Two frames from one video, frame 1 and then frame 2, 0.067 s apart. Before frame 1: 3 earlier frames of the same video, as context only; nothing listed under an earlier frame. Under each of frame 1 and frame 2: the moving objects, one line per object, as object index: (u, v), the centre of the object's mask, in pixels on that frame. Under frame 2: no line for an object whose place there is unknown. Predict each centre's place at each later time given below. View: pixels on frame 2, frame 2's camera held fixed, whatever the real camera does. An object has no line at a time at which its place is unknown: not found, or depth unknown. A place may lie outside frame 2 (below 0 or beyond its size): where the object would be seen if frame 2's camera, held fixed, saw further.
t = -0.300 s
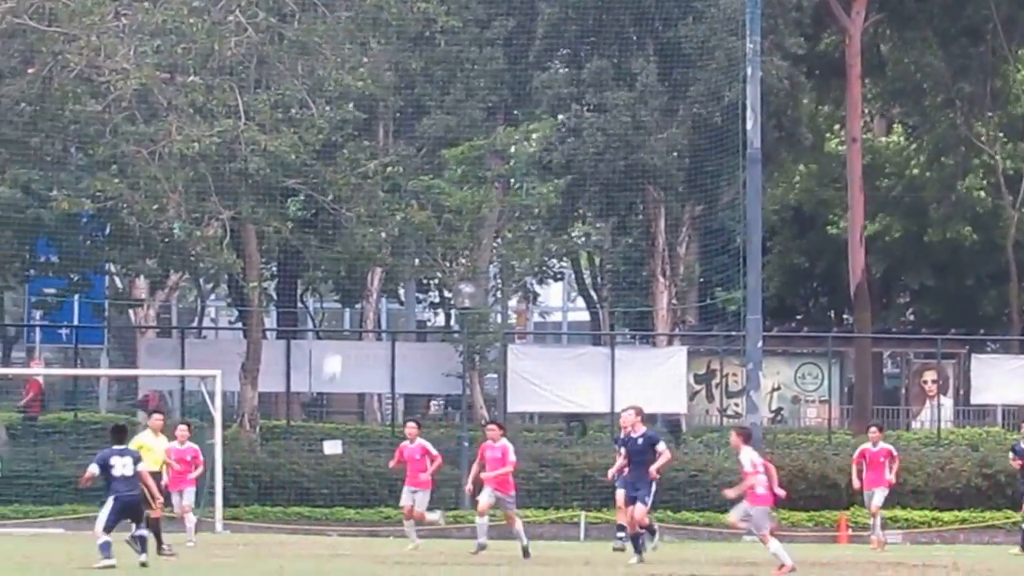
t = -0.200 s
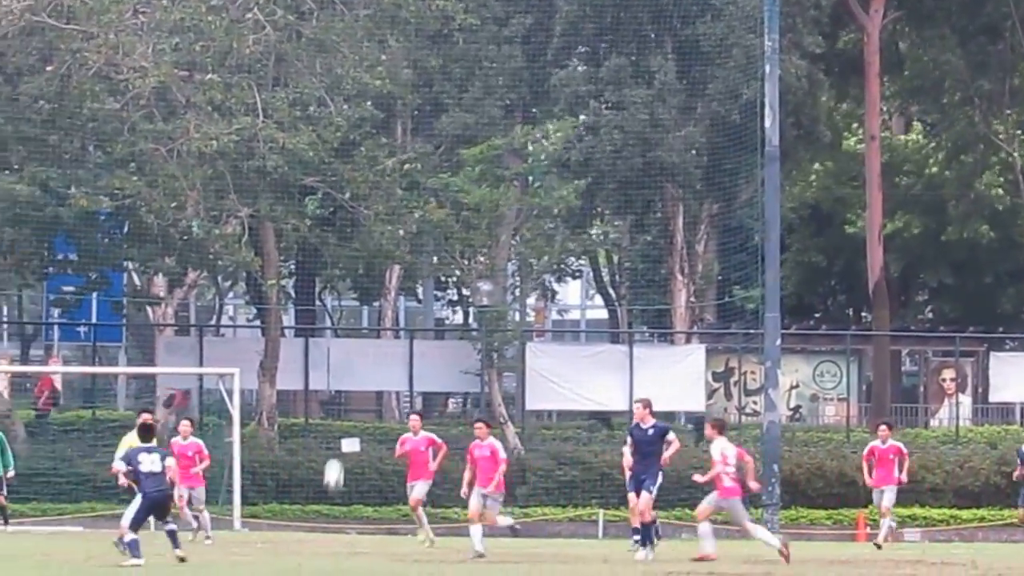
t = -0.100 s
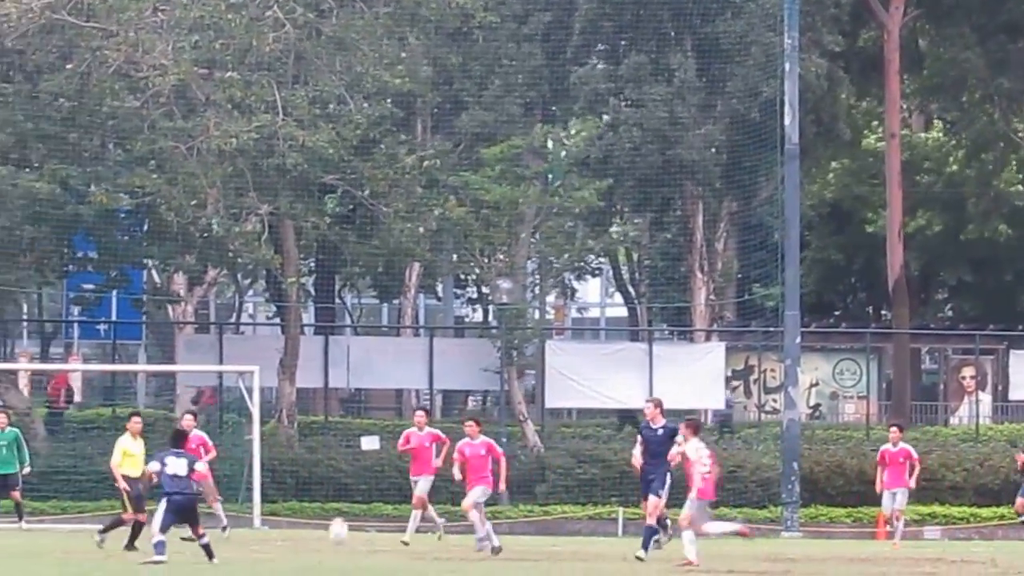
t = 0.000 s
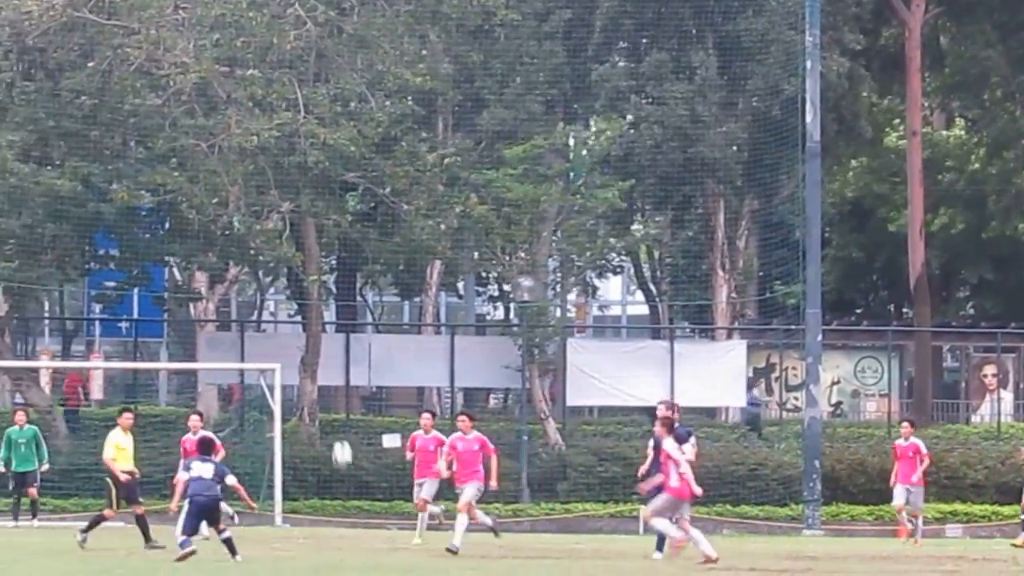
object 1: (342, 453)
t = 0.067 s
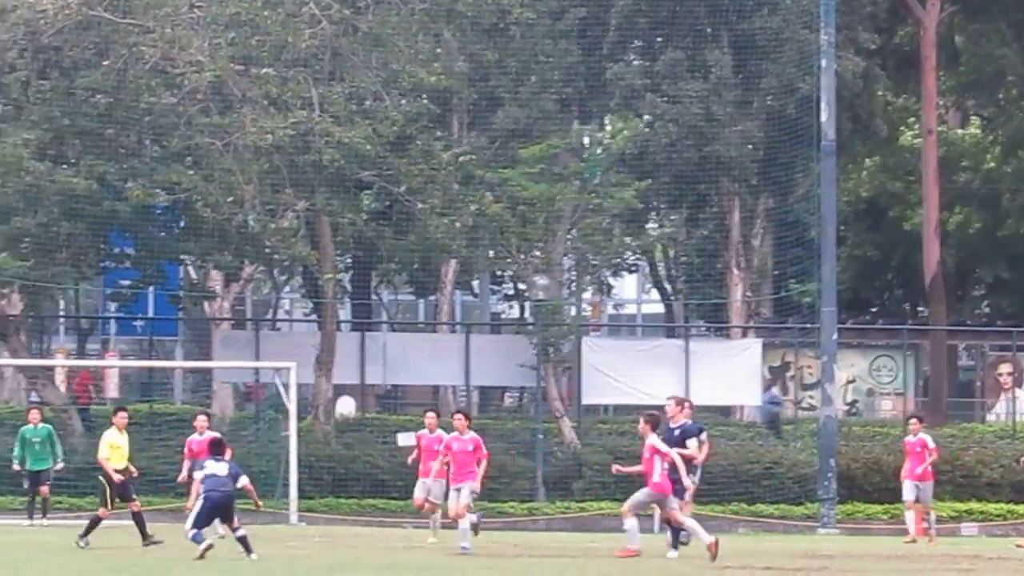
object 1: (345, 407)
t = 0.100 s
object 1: (339, 387)
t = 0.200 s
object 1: (320, 331)
